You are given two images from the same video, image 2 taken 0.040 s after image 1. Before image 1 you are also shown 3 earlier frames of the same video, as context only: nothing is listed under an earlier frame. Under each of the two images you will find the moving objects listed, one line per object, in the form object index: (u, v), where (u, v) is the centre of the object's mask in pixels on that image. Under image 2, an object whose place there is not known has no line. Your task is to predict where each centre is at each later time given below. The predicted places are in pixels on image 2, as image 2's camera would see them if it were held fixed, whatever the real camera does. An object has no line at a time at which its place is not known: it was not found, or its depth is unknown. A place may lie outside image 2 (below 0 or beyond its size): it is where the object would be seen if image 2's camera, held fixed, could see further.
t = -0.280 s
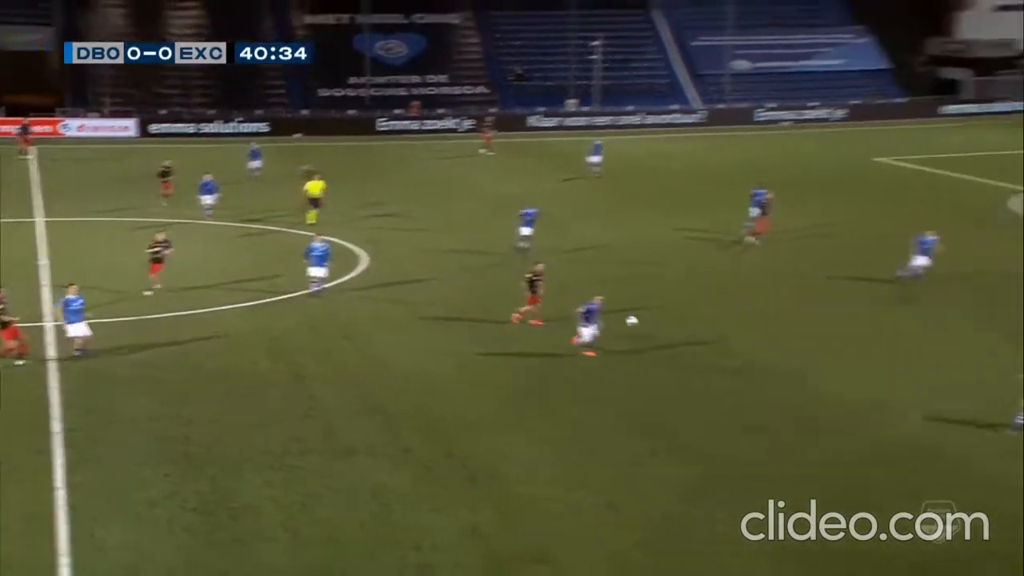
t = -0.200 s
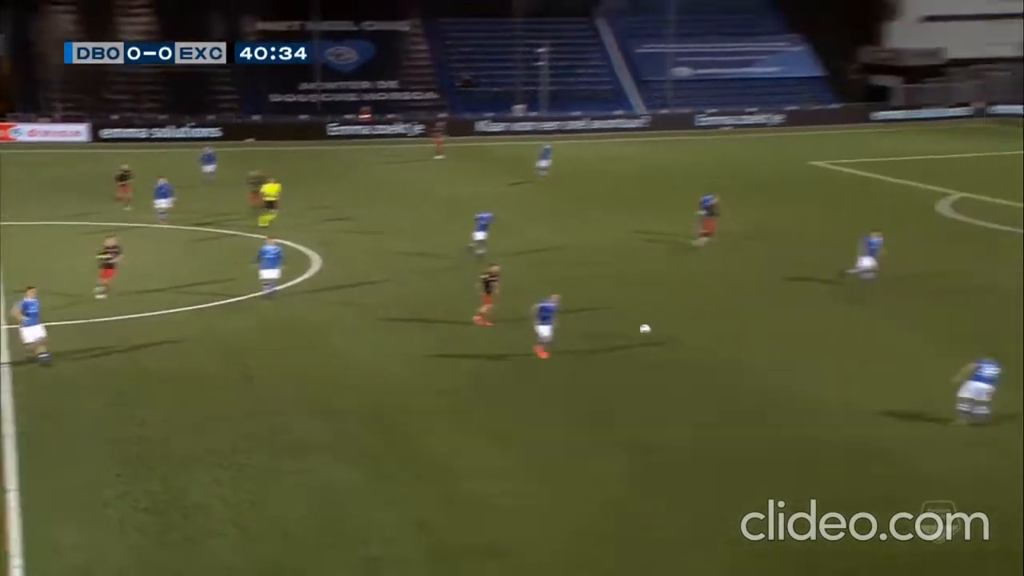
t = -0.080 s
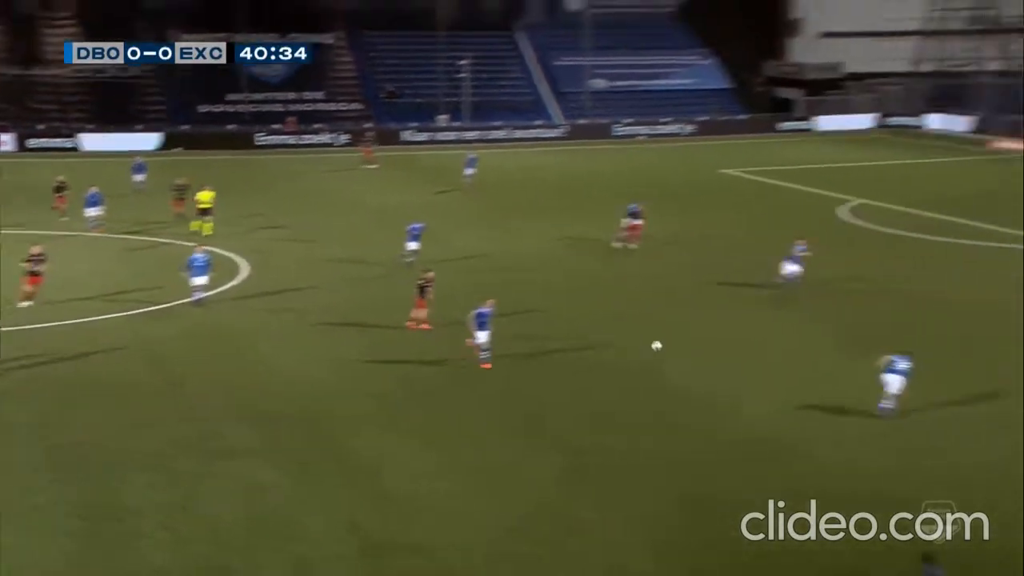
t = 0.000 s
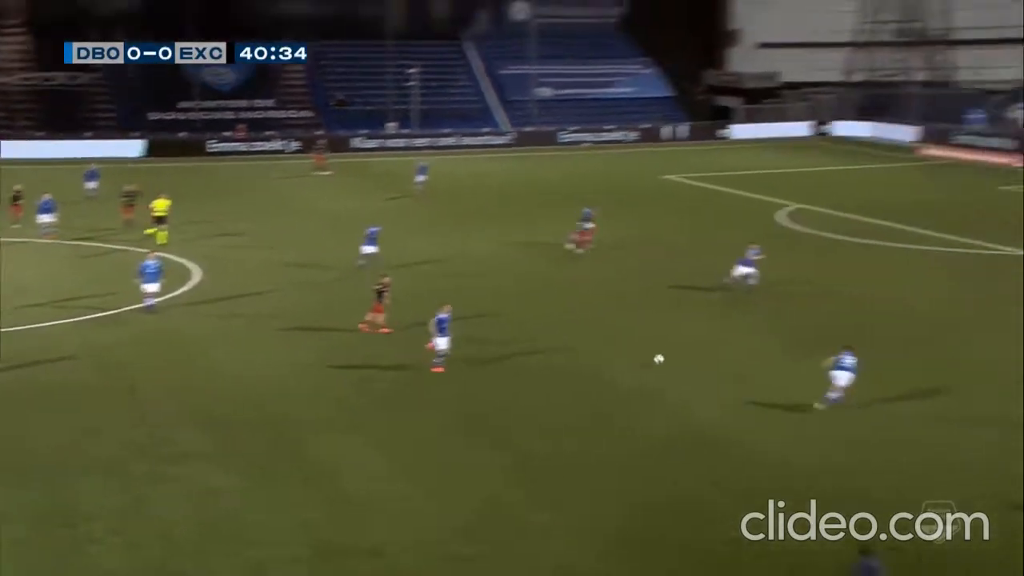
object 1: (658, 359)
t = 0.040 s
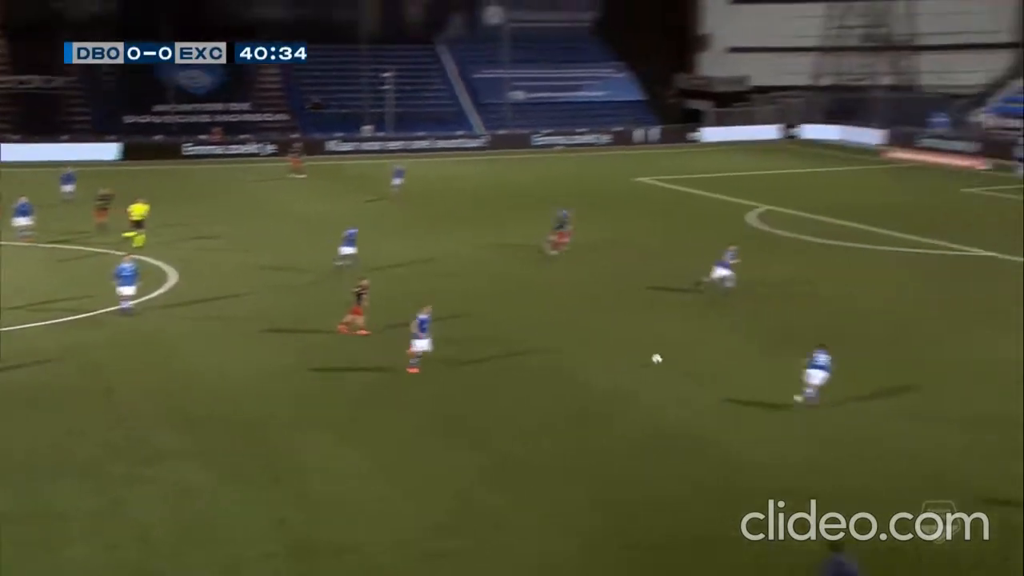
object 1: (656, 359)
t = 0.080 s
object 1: (678, 352)
